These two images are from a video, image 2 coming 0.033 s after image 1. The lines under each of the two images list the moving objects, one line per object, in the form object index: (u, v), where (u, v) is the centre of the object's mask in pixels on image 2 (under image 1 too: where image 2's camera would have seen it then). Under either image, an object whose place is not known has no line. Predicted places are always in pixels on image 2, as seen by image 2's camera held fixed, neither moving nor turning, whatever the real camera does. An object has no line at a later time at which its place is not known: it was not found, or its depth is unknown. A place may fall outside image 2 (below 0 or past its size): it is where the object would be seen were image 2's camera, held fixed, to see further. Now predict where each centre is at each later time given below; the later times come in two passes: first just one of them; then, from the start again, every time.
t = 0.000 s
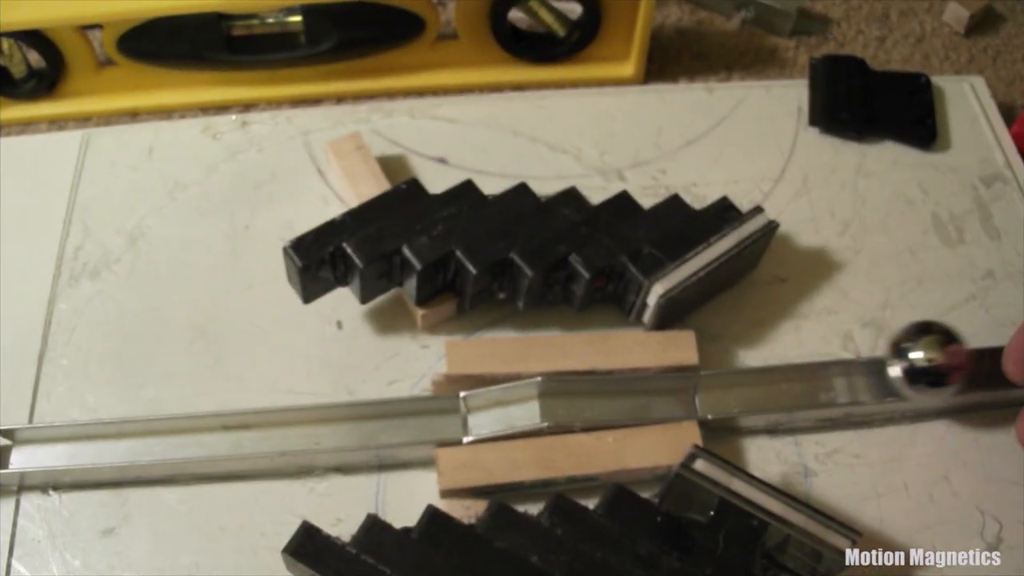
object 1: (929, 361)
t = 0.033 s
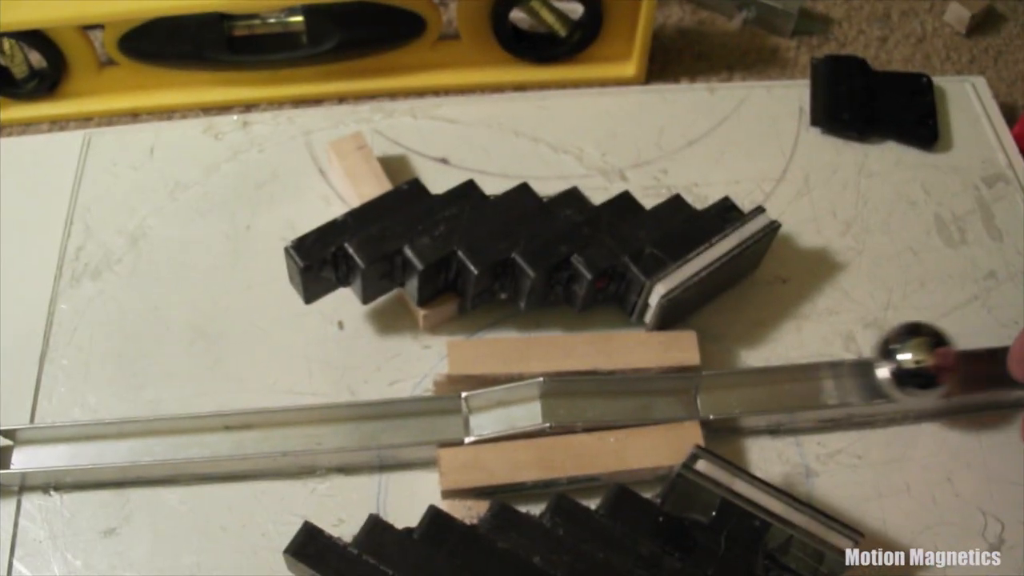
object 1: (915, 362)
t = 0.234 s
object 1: (822, 370)
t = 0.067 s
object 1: (900, 363)
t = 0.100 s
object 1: (885, 365)
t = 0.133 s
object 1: (870, 366)
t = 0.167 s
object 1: (856, 368)
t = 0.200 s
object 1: (838, 368)
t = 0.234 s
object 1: (822, 370)
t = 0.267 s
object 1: (804, 369)
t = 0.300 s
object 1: (782, 371)
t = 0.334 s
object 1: (757, 373)
